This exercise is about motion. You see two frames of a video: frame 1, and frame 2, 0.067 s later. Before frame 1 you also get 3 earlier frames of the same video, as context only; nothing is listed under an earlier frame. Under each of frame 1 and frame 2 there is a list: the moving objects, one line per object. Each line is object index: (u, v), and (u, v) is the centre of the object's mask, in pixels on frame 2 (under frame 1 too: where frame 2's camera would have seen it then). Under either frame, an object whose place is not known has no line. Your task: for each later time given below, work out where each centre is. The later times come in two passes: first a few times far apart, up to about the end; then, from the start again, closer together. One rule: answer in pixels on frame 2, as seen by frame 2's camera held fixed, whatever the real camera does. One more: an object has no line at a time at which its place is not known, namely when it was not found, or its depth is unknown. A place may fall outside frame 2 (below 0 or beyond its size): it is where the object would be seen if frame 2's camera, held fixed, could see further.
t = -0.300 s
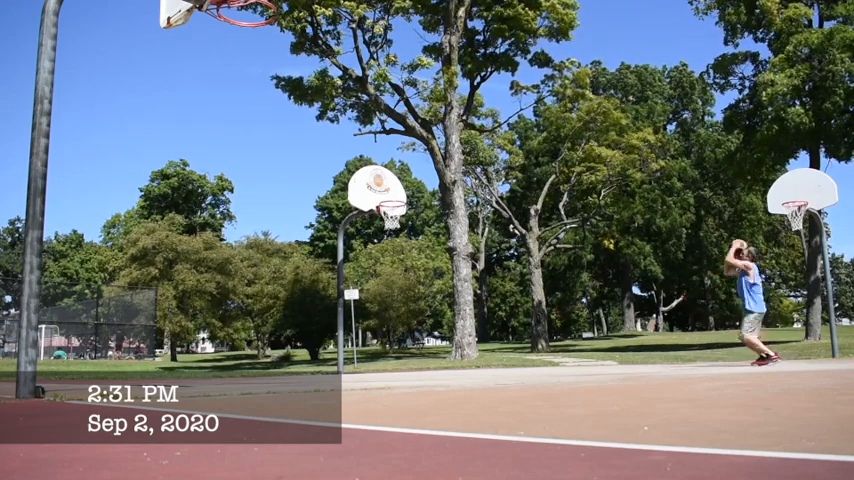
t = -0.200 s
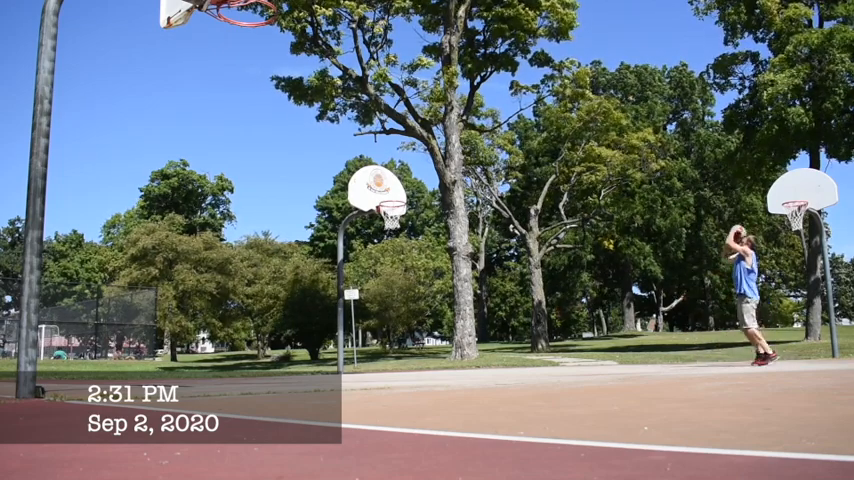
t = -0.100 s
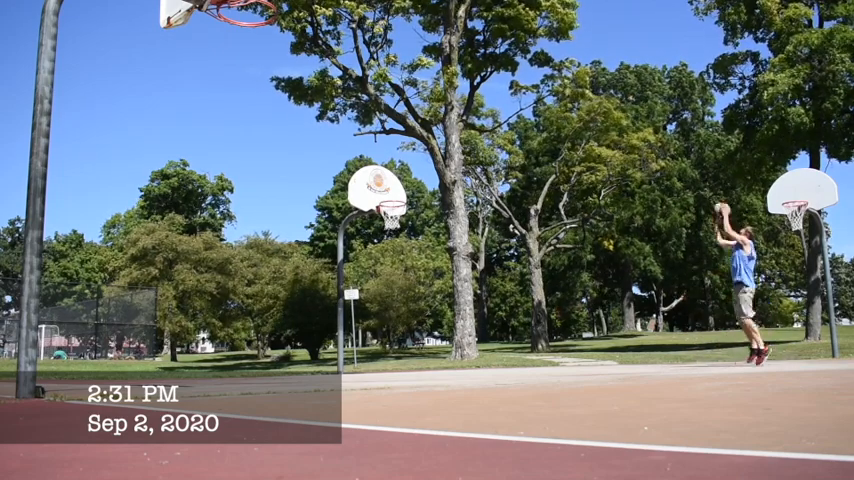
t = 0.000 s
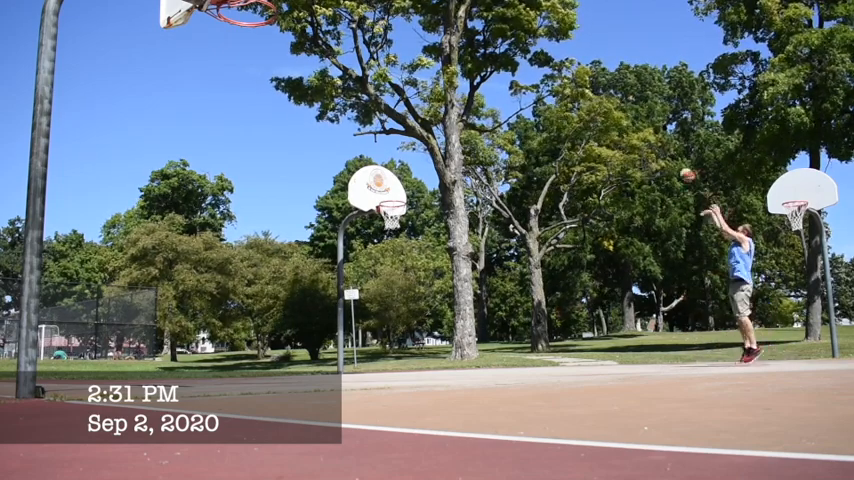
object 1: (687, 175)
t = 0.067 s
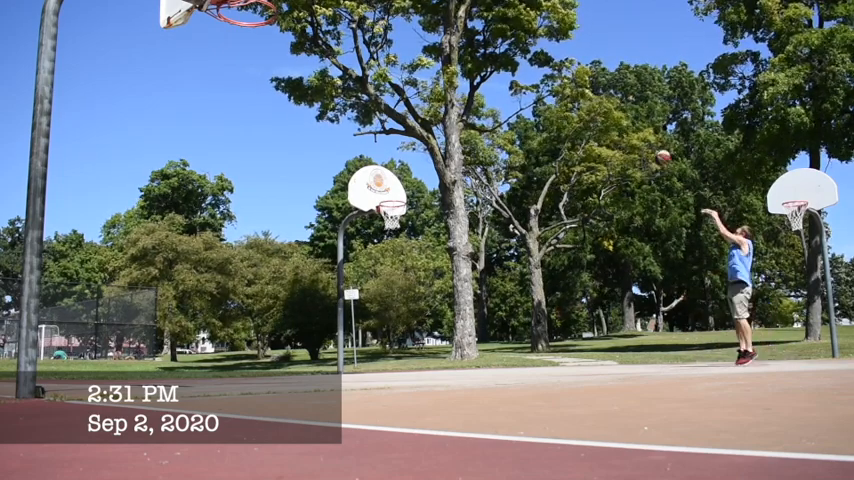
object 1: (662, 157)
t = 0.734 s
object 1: (474, 126)
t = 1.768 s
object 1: (380, 209)
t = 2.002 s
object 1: (385, 277)
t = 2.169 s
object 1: (388, 354)
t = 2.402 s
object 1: (381, 293)
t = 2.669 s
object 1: (369, 236)
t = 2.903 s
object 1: (359, 224)
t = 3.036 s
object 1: (355, 234)
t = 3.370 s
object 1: (341, 321)
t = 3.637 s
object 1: (326, 319)
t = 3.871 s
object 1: (312, 274)
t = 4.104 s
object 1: (296, 273)
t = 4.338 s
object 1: (280, 318)
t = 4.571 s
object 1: (262, 344)
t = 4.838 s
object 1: (245, 300)
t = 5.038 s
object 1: (231, 307)
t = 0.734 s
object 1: (474, 126)
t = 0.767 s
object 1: (466, 131)
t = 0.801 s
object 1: (458, 137)
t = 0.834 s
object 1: (450, 143)
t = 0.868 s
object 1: (443, 150)
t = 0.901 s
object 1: (435, 155)
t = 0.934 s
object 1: (428, 165)
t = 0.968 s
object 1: (421, 172)
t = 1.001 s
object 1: (416, 179)
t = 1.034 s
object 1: (407, 188)
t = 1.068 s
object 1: (401, 198)
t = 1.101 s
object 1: (395, 195)
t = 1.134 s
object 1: (389, 193)
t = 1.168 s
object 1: (382, 191)
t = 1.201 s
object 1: (380, 188)
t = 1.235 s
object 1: (378, 184)
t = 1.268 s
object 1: (379, 181)
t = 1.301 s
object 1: (379, 179)
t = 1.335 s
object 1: (379, 178)
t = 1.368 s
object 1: (379, 175)
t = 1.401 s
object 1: (379, 175)
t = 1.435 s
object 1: (379, 175)
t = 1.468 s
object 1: (379, 176)
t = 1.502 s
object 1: (379, 178)
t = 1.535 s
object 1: (380, 179)
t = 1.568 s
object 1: (380, 181)
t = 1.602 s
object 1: (381, 183)
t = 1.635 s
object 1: (381, 187)
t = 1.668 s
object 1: (382, 191)
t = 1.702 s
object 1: (381, 196)
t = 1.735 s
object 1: (381, 202)
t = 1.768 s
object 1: (380, 209)
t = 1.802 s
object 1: (380, 215)
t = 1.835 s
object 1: (380, 226)
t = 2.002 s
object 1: (385, 277)
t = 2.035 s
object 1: (385, 292)
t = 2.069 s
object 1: (386, 305)
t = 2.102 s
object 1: (387, 321)
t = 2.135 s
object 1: (389, 336)
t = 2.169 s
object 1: (388, 354)
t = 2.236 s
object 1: (387, 350)
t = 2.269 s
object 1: (385, 337)
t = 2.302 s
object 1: (383, 325)
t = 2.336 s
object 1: (383, 313)
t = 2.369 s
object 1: (382, 303)
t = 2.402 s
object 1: (381, 293)
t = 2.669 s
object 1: (369, 236)
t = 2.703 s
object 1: (368, 233)
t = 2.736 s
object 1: (366, 229)
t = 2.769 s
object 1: (364, 227)
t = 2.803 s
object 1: (363, 225)
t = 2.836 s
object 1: (362, 224)
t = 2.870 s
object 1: (360, 223)
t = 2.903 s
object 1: (359, 224)
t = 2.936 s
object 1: (358, 226)
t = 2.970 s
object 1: (357, 229)
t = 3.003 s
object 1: (356, 231)
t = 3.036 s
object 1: (355, 234)
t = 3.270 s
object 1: (345, 285)
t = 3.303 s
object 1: (343, 297)
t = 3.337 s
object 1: (342, 308)
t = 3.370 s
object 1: (341, 321)
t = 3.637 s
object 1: (326, 319)
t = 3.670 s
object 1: (324, 310)
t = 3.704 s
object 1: (322, 302)
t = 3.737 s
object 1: (321, 294)
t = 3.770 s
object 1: (318, 288)
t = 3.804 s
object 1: (316, 281)
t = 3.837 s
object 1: (314, 278)
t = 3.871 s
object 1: (312, 274)
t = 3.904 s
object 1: (309, 273)
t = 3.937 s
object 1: (307, 270)
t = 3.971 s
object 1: (306, 268)
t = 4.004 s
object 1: (303, 268)
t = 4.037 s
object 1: (301, 268)
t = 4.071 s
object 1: (298, 270)
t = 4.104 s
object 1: (296, 273)
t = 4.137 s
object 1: (294, 276)
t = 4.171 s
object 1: (291, 280)
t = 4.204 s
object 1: (289, 286)
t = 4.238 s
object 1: (286, 293)
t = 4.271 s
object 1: (285, 301)
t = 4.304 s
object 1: (281, 309)
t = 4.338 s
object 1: (280, 318)
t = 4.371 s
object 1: (277, 329)
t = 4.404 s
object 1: (274, 339)
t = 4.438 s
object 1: (272, 352)
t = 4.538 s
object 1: (265, 354)
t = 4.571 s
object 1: (262, 344)
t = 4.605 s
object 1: (261, 335)
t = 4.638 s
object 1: (259, 328)
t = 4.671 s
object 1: (257, 321)
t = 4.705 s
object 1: (255, 314)
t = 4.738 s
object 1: (253, 309)
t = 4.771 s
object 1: (250, 305)
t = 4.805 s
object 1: (247, 302)
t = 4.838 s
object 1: (245, 300)
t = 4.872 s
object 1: (243, 298)
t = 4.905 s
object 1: (240, 298)
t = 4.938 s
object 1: (237, 299)
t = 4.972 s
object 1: (235, 301)
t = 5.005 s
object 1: (233, 305)
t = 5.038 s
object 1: (231, 307)
